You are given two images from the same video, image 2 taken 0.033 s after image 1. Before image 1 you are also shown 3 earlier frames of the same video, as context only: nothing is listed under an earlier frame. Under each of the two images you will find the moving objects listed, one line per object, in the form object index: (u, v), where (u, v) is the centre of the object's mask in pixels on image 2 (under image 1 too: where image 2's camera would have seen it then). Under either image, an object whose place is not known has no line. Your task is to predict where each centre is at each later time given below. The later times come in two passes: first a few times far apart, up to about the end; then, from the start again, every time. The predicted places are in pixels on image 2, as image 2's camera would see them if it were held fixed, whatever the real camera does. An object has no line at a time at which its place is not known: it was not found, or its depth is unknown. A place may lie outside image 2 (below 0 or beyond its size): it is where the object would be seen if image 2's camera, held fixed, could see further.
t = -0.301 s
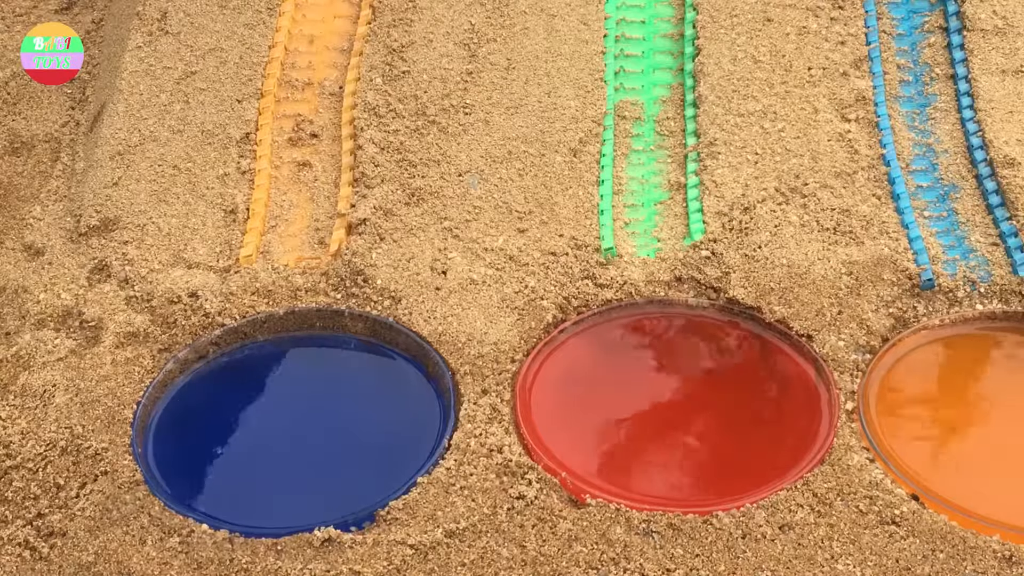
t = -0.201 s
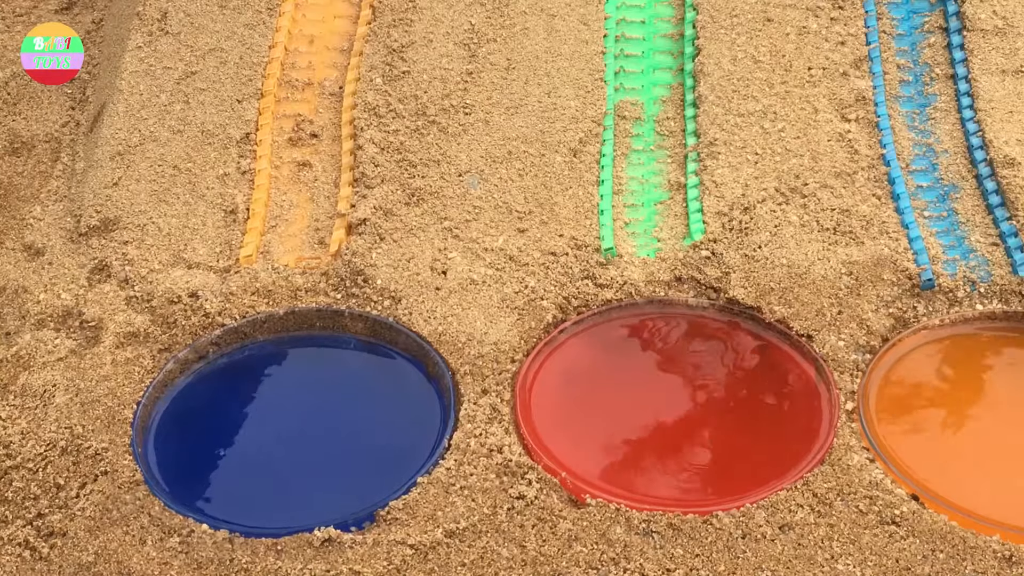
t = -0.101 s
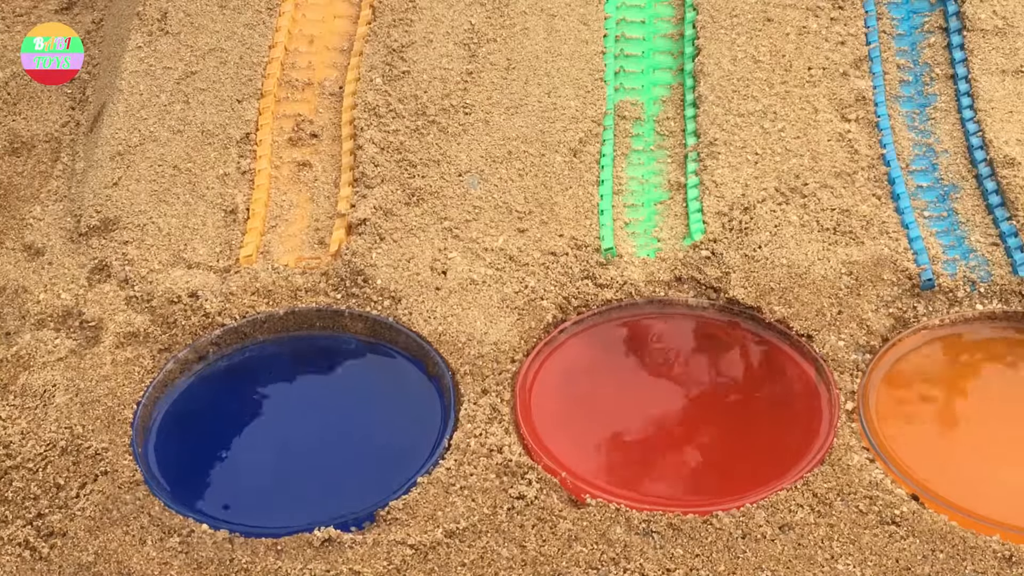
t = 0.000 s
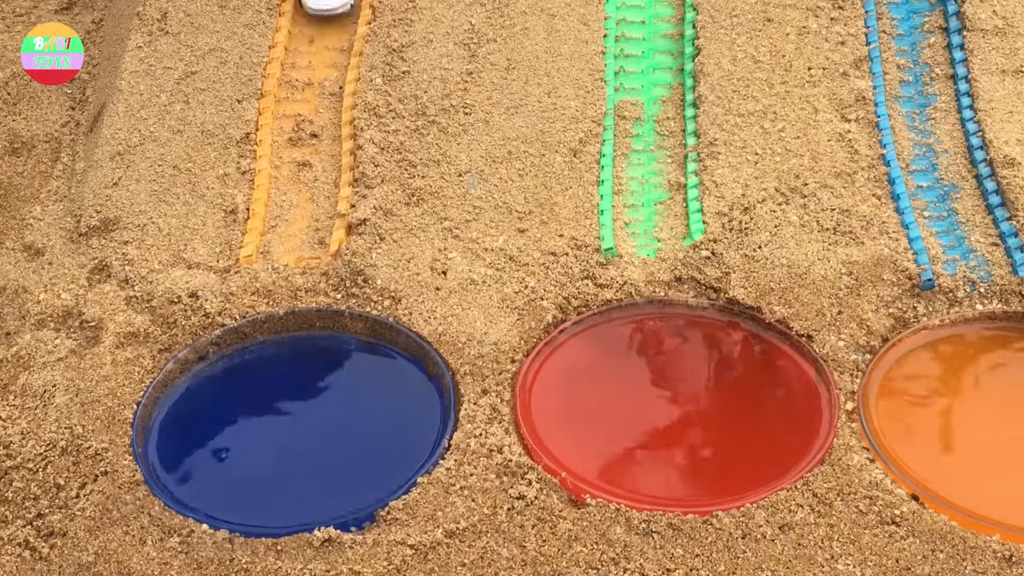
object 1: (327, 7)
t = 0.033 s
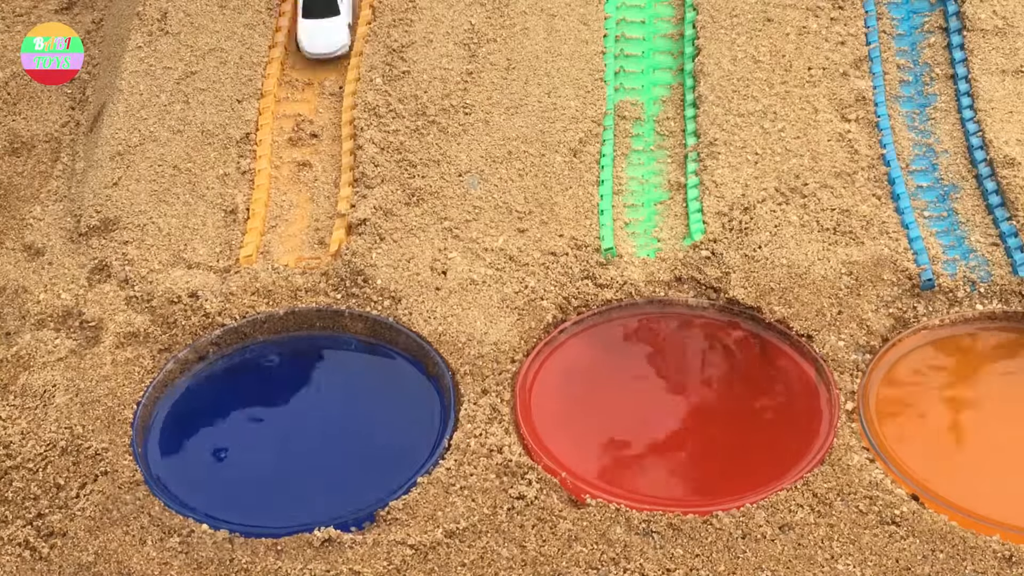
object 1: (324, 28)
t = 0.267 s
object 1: (292, 214)
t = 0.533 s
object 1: (294, 285)
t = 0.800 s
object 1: (293, 306)
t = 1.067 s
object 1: (295, 335)
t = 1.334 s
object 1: (298, 365)
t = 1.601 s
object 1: (300, 388)
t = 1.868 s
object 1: (300, 403)
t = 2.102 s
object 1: (299, 412)
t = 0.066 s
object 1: (318, 48)
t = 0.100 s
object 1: (307, 80)
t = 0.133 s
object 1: (304, 109)
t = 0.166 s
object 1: (302, 142)
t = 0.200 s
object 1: (298, 170)
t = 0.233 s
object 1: (294, 193)
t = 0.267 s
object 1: (292, 214)
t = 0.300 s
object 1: (289, 236)
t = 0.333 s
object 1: (287, 252)
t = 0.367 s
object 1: (285, 260)
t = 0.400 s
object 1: (285, 268)
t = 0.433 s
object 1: (286, 271)
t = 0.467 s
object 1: (288, 273)
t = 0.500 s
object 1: (292, 276)
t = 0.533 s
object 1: (294, 285)
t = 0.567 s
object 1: (294, 296)
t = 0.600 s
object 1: (293, 303)
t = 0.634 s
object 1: (293, 304)
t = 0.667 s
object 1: (293, 305)
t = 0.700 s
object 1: (293, 306)
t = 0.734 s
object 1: (293, 305)
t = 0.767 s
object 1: (293, 306)
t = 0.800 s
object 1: (293, 306)
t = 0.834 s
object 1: (293, 303)
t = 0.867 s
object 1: (292, 303)
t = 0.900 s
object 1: (292, 305)
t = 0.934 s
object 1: (291, 310)
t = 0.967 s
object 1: (290, 318)
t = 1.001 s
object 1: (291, 323)
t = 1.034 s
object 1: (293, 330)
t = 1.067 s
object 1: (295, 335)
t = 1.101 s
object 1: (296, 340)
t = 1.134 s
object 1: (296, 342)
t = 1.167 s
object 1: (296, 346)
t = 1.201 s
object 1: (296, 349)
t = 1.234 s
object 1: (296, 352)
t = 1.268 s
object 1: (297, 356)
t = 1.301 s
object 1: (297, 361)
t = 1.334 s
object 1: (298, 365)
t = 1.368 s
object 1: (299, 369)
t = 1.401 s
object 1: (299, 375)
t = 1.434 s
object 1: (299, 377)
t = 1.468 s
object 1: (300, 380)
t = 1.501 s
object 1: (300, 382)
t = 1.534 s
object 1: (300, 384)
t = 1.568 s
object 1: (300, 387)
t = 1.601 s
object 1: (300, 388)
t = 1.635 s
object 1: (300, 389)
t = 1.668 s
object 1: (299, 390)
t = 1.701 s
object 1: (299, 393)
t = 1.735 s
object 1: (299, 394)
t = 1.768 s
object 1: (299, 394)
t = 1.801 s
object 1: (299, 399)
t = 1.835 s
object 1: (300, 401)
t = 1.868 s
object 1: (300, 403)
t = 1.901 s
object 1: (299, 404)
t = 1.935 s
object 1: (299, 405)
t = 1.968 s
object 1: (299, 406)
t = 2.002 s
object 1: (300, 408)
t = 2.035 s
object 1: (300, 408)
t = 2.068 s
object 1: (299, 410)
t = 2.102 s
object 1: (299, 412)
